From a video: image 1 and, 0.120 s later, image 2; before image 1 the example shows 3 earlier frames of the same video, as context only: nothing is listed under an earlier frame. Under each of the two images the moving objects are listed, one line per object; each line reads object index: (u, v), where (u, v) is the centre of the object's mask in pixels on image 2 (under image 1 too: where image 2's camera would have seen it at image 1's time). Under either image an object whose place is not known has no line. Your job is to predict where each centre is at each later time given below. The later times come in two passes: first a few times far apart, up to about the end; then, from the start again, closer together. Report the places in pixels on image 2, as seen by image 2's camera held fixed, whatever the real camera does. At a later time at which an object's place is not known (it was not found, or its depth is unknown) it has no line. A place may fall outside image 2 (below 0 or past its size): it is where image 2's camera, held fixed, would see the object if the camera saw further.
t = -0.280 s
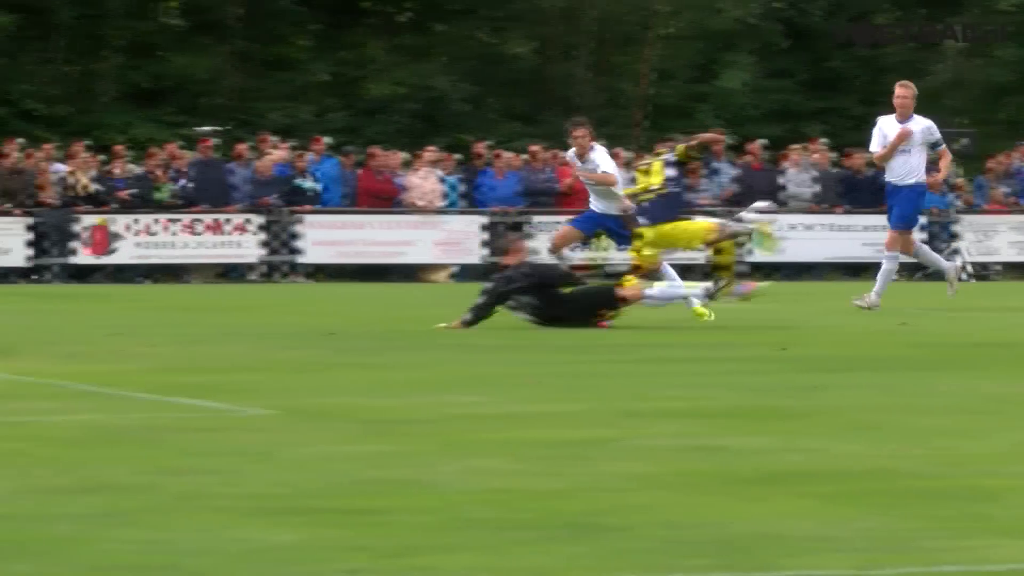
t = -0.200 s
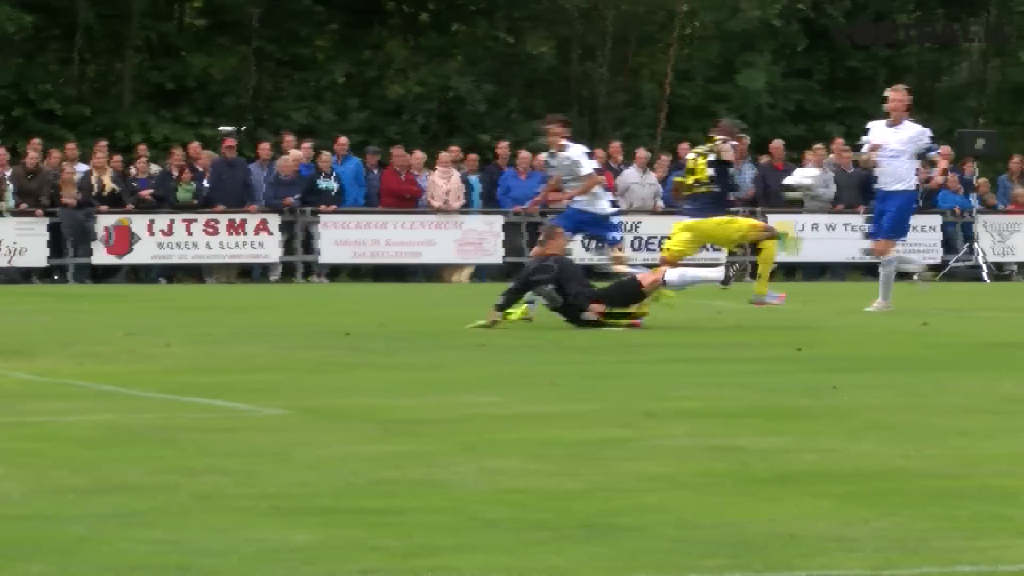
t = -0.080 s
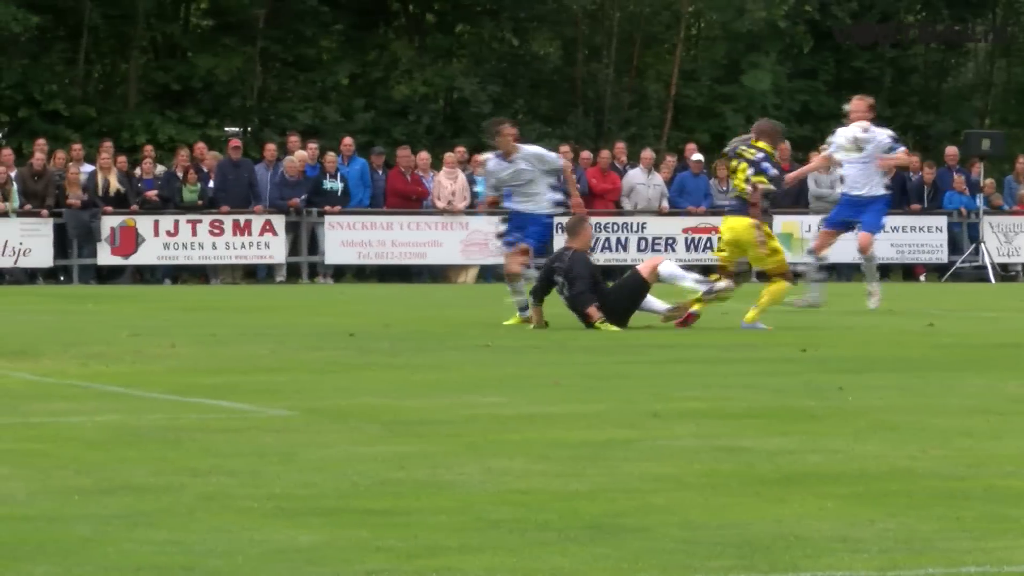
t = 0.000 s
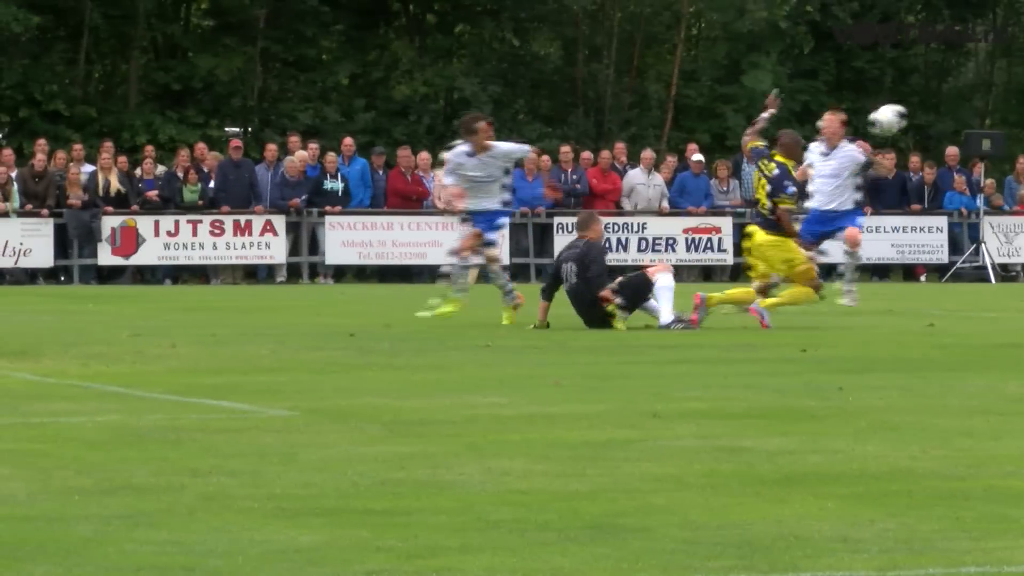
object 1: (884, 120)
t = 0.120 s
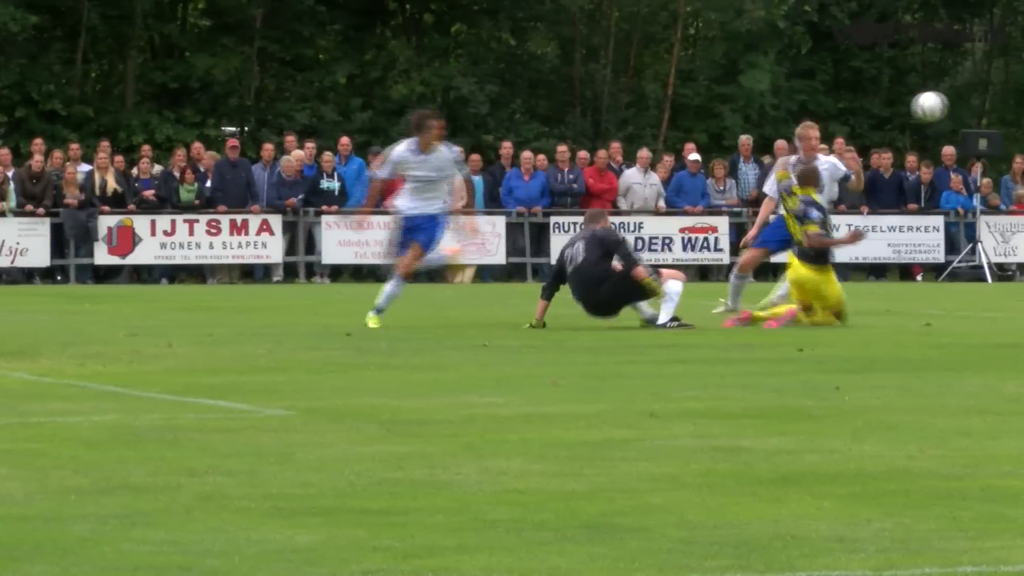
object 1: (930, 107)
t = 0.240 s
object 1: (974, 111)
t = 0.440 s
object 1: (1046, 151)
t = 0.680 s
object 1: (1132, 262)
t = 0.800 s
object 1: (1169, 290)
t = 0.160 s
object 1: (945, 106)
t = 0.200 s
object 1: (960, 108)
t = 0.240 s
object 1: (974, 111)
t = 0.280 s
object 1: (989, 115)
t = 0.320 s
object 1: (1003, 122)
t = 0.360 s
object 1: (1016, 130)
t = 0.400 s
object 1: (1031, 139)
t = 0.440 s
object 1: (1046, 151)
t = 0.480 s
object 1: (1062, 164)
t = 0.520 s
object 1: (1077, 180)
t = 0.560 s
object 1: (1090, 198)
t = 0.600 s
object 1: (1104, 218)
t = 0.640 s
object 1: (1120, 238)
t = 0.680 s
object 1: (1132, 262)
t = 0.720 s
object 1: (1147, 286)
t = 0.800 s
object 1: (1169, 290)
